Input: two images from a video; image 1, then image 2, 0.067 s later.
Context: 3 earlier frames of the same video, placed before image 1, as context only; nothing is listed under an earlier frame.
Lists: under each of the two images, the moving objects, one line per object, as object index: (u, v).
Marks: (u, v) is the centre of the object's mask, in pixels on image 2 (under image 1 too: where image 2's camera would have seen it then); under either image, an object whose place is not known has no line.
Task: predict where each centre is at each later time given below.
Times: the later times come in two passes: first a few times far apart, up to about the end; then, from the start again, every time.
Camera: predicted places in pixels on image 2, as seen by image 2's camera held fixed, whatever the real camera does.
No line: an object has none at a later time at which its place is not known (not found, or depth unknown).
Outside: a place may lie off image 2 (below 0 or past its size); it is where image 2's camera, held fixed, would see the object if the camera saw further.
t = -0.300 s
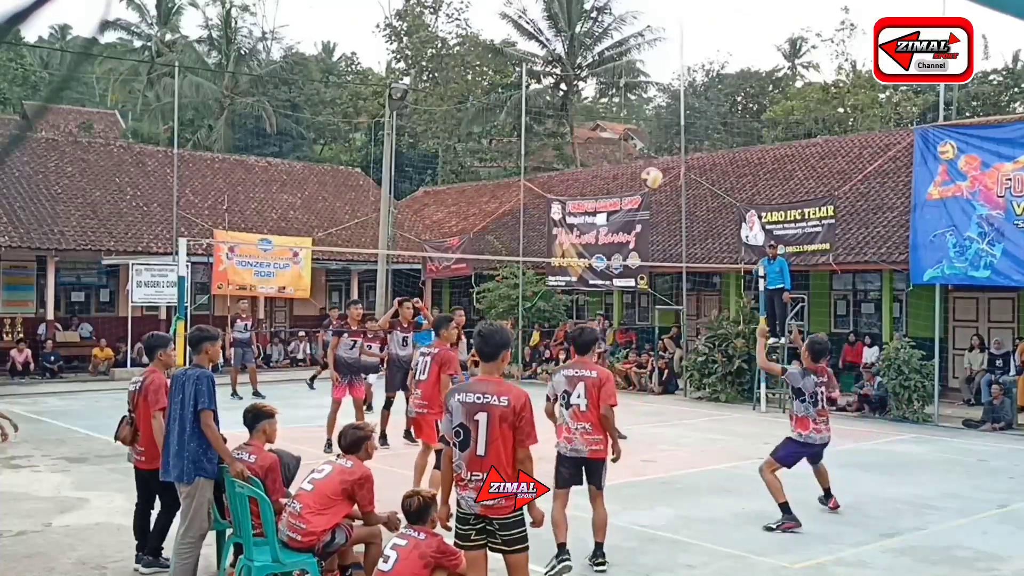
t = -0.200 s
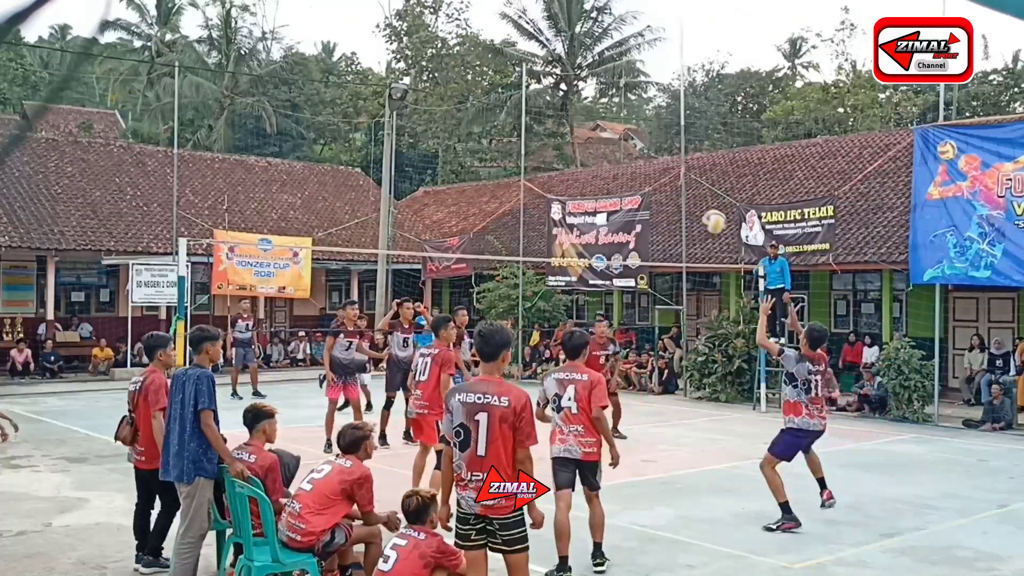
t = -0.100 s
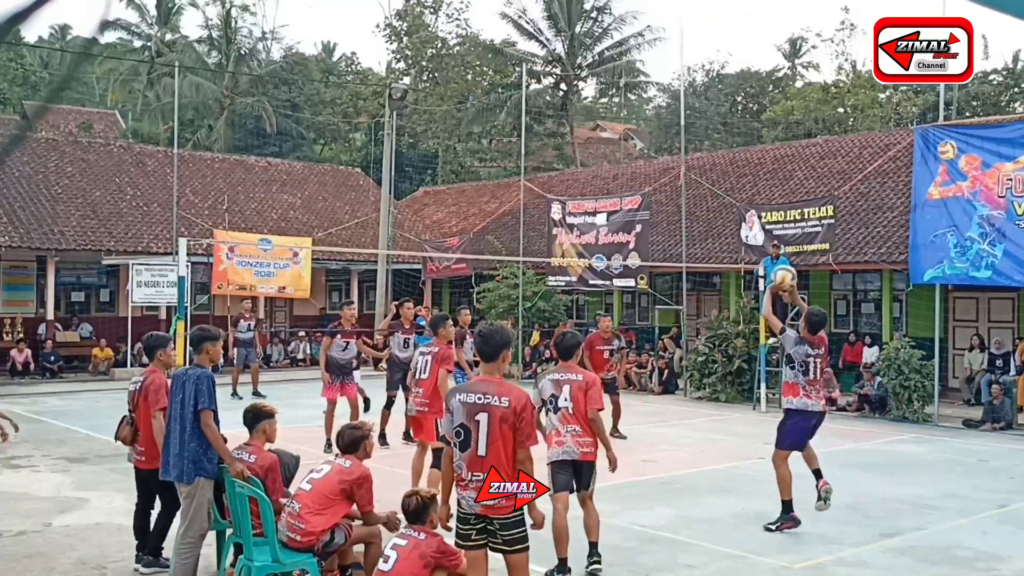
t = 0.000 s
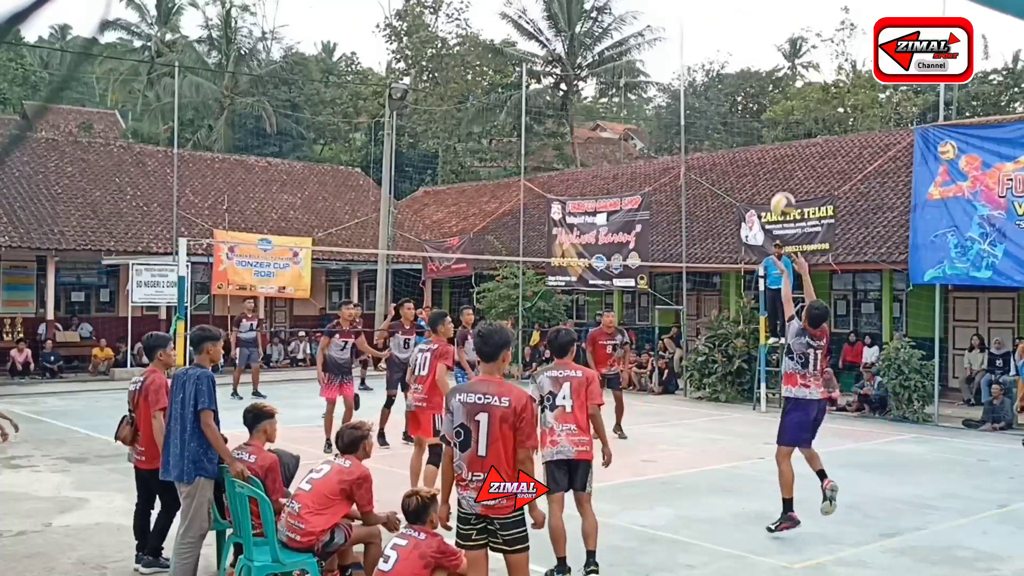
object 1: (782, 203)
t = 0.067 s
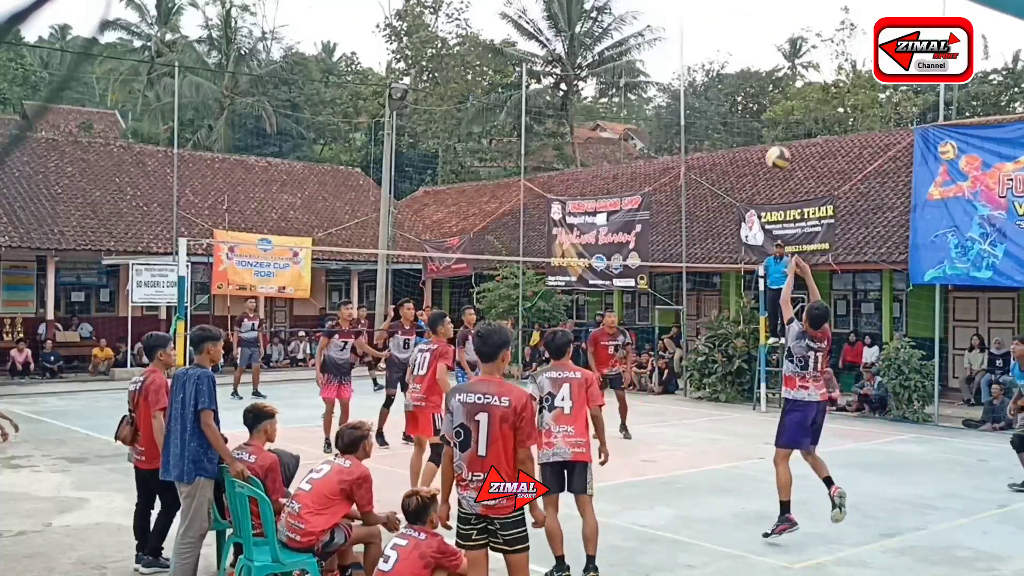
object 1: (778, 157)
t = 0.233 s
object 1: (765, 74)
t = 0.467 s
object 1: (747, 15)
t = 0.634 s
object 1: (735, 10)
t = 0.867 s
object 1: (718, 47)
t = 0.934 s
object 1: (714, 65)
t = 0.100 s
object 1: (775, 137)
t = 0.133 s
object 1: (773, 119)
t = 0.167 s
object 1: (770, 102)
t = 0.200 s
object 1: (767, 87)
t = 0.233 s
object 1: (765, 74)
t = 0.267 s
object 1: (762, 62)
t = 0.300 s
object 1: (760, 50)
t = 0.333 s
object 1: (757, 41)
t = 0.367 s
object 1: (754, 32)
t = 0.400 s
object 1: (752, 25)
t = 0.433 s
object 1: (749, 20)
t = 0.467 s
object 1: (747, 15)
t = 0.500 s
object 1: (744, 12)
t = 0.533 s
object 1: (742, 10)
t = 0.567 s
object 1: (739, 9)
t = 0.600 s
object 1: (737, 9)
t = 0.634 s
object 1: (735, 10)
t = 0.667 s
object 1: (732, 12)
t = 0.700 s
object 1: (729, 15)
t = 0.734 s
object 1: (727, 20)
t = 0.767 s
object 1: (725, 25)
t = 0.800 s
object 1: (722, 31)
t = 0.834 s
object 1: (721, 38)
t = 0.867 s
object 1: (718, 47)
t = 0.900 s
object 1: (716, 56)
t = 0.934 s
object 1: (714, 65)
